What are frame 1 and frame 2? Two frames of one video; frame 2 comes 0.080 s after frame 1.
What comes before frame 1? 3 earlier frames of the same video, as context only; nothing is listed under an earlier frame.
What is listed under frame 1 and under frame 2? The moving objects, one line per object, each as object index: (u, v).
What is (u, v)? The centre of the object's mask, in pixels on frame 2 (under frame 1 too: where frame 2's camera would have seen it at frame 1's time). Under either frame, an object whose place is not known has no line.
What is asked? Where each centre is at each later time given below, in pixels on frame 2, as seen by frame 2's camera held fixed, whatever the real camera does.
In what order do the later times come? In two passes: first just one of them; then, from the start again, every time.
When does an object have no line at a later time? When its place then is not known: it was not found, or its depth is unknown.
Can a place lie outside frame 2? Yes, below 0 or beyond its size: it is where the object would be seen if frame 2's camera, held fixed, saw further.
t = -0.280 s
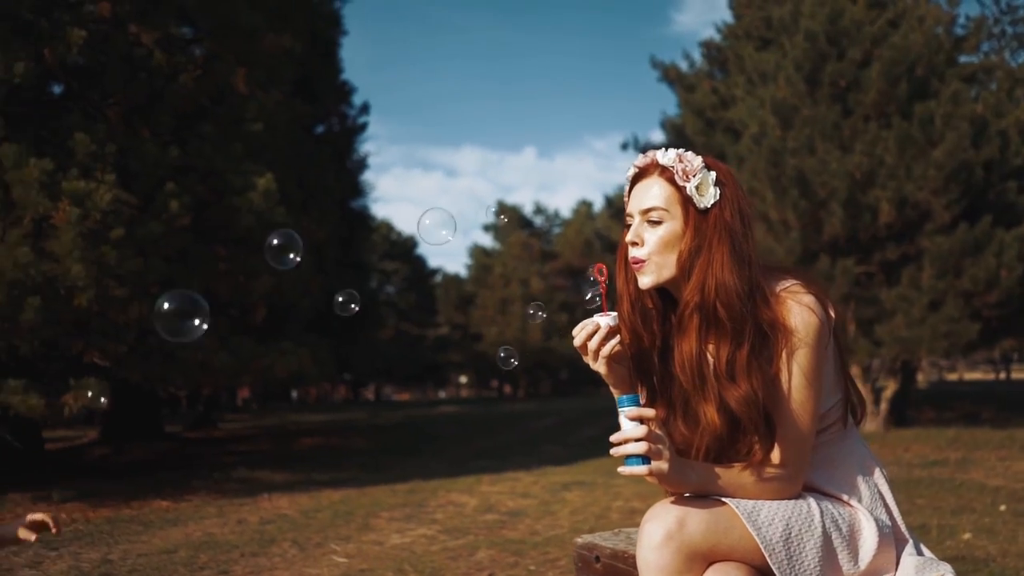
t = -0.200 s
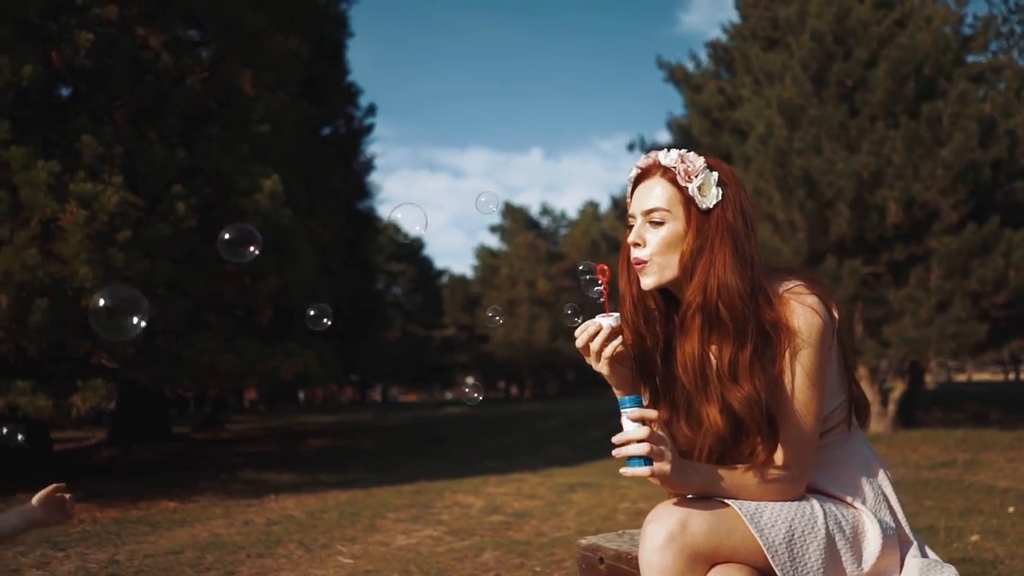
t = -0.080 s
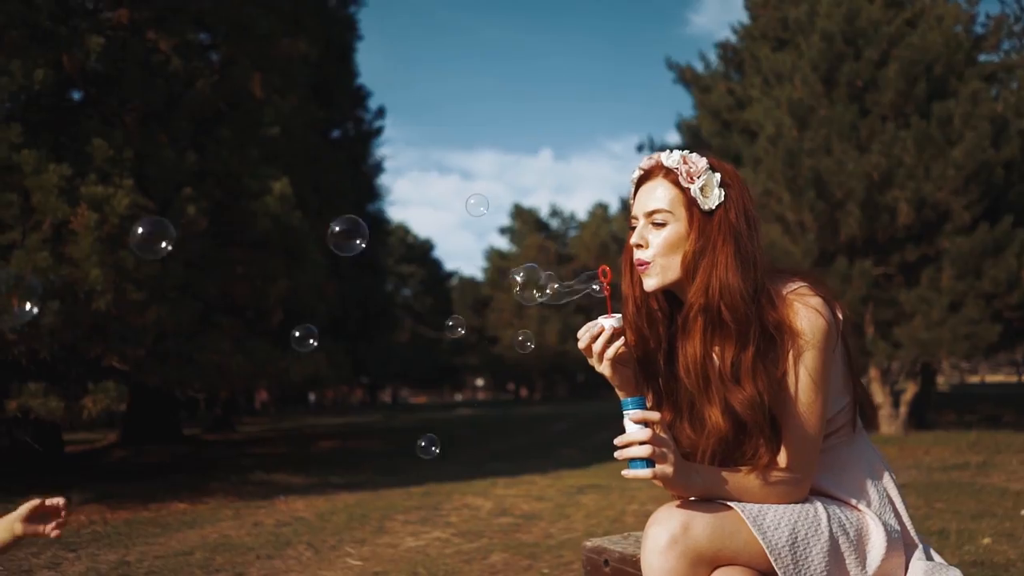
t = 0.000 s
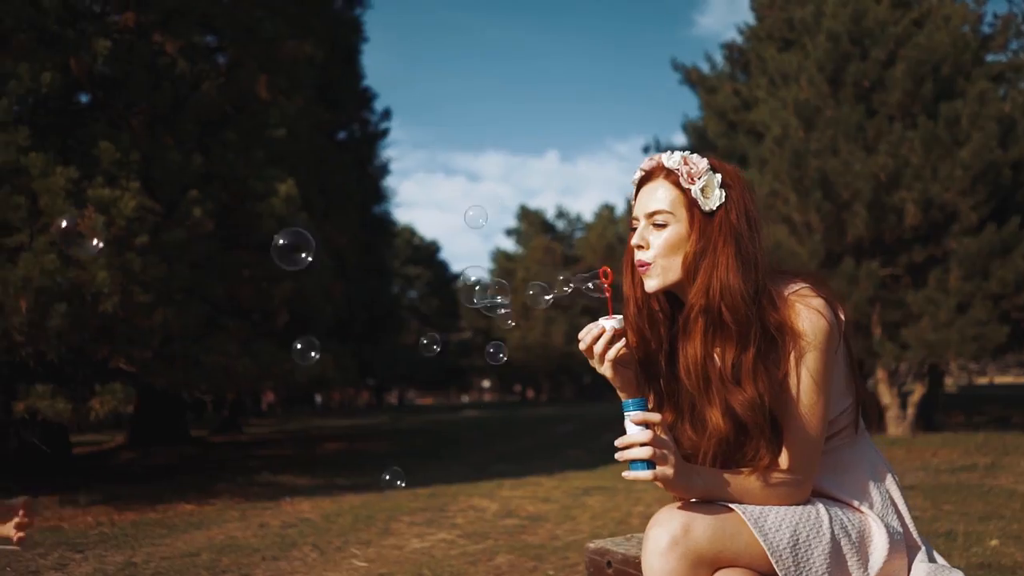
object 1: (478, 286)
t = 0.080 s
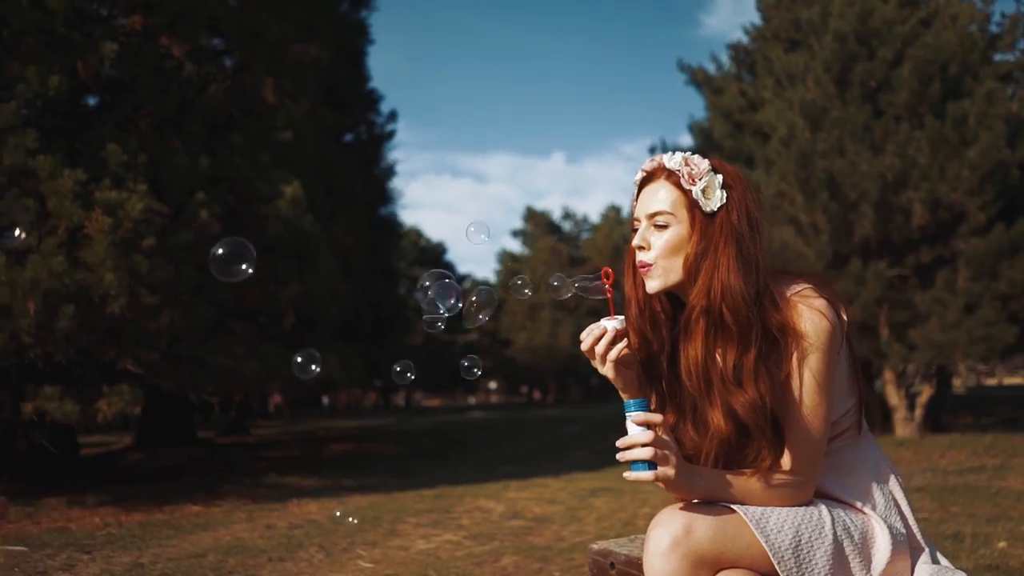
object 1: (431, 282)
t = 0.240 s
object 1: (365, 292)
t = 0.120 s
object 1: (409, 289)
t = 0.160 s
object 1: (396, 292)
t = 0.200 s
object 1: (379, 292)
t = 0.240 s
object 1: (365, 292)
